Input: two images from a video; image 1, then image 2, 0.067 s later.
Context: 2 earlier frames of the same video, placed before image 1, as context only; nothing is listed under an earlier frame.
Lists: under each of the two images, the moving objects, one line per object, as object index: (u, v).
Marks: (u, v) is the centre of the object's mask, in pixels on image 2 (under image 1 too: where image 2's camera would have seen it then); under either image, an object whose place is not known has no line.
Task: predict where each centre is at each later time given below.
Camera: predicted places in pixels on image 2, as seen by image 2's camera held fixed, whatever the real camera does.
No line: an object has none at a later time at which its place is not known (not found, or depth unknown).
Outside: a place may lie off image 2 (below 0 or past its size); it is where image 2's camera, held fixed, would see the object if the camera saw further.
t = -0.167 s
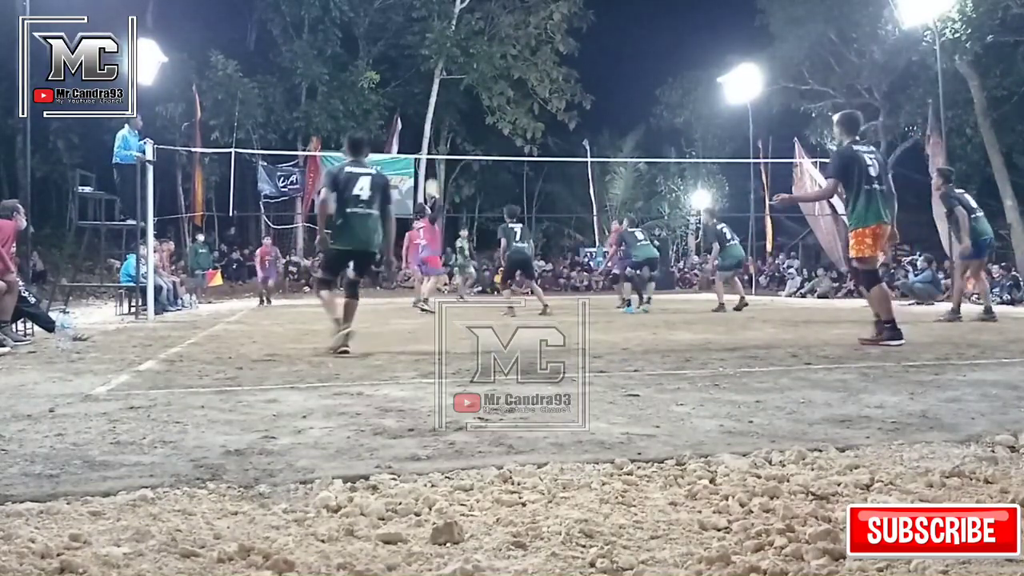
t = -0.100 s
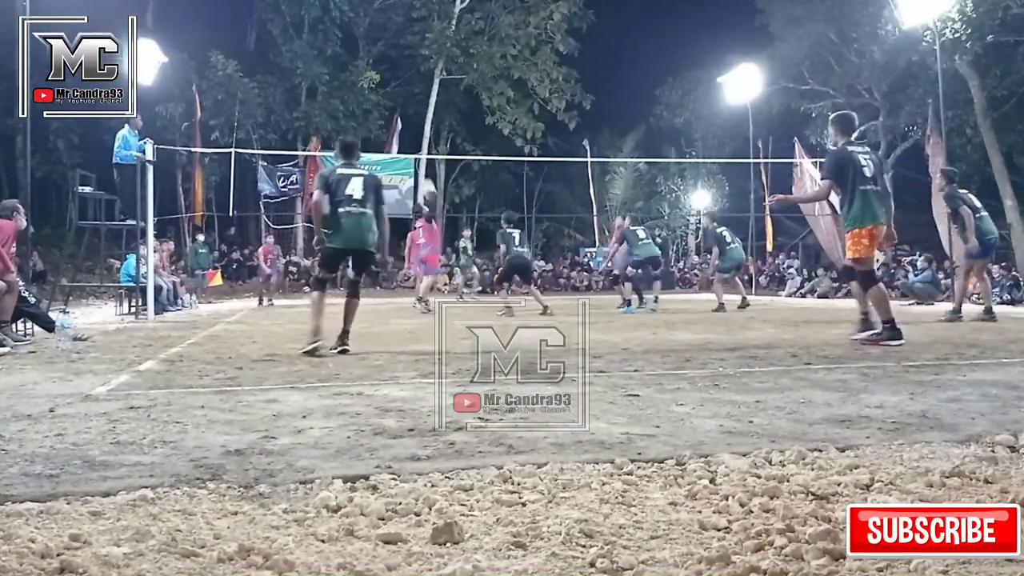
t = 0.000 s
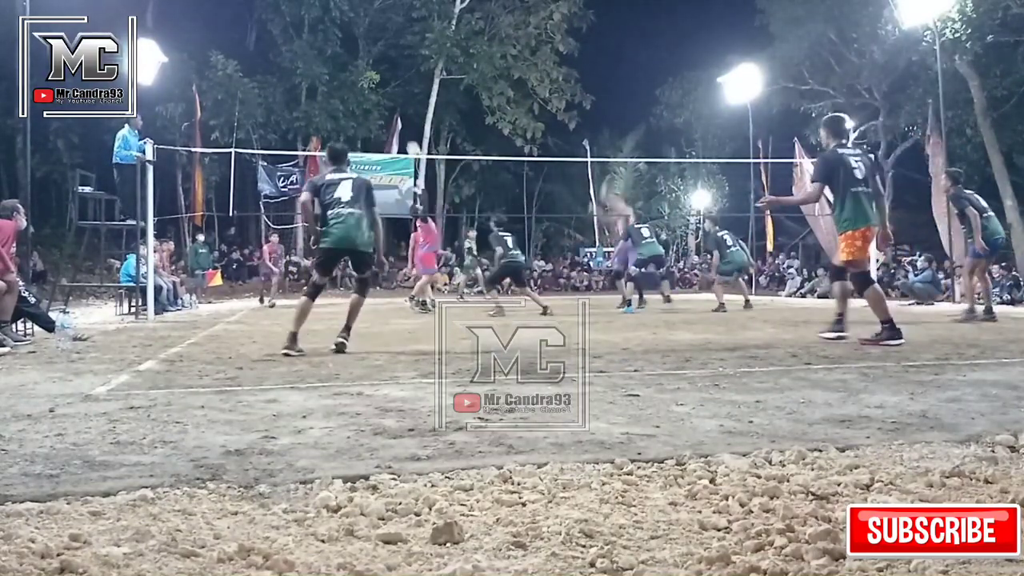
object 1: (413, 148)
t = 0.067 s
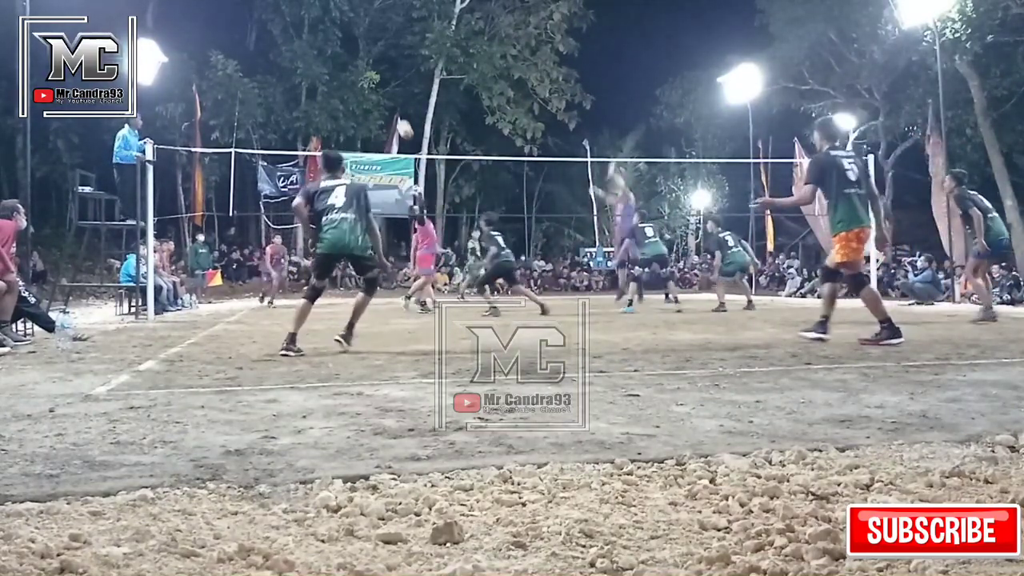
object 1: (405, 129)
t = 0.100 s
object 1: (400, 119)
